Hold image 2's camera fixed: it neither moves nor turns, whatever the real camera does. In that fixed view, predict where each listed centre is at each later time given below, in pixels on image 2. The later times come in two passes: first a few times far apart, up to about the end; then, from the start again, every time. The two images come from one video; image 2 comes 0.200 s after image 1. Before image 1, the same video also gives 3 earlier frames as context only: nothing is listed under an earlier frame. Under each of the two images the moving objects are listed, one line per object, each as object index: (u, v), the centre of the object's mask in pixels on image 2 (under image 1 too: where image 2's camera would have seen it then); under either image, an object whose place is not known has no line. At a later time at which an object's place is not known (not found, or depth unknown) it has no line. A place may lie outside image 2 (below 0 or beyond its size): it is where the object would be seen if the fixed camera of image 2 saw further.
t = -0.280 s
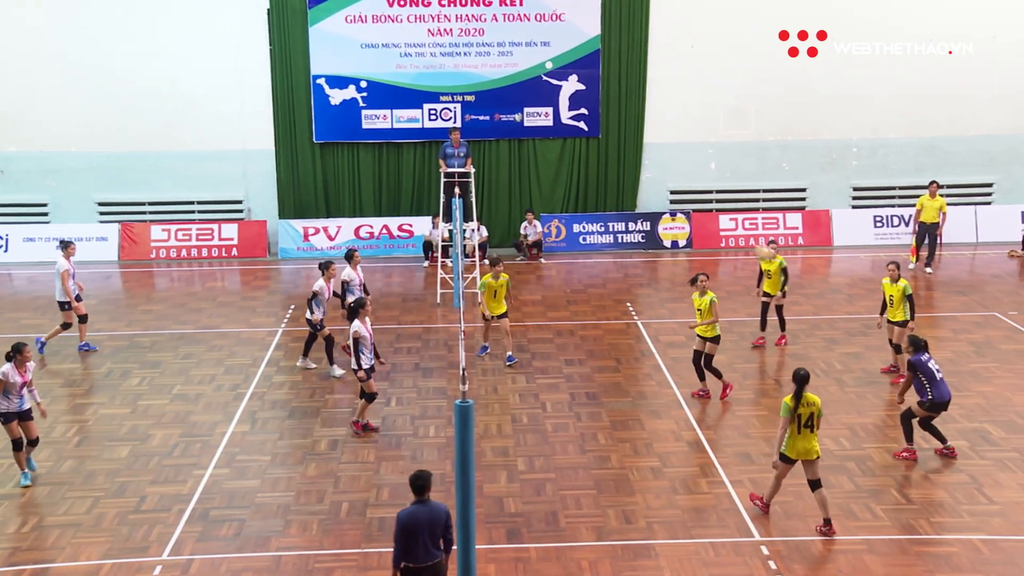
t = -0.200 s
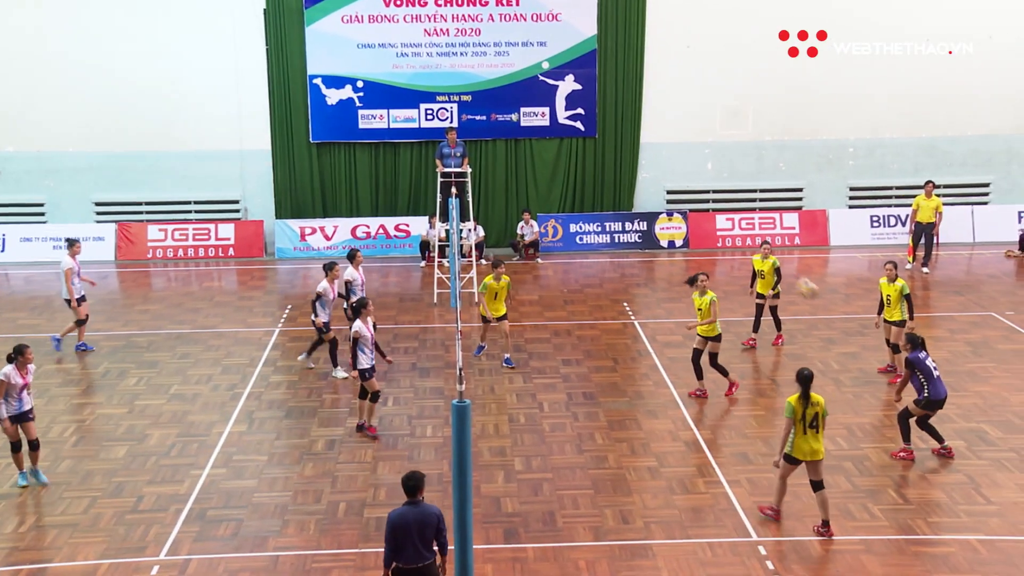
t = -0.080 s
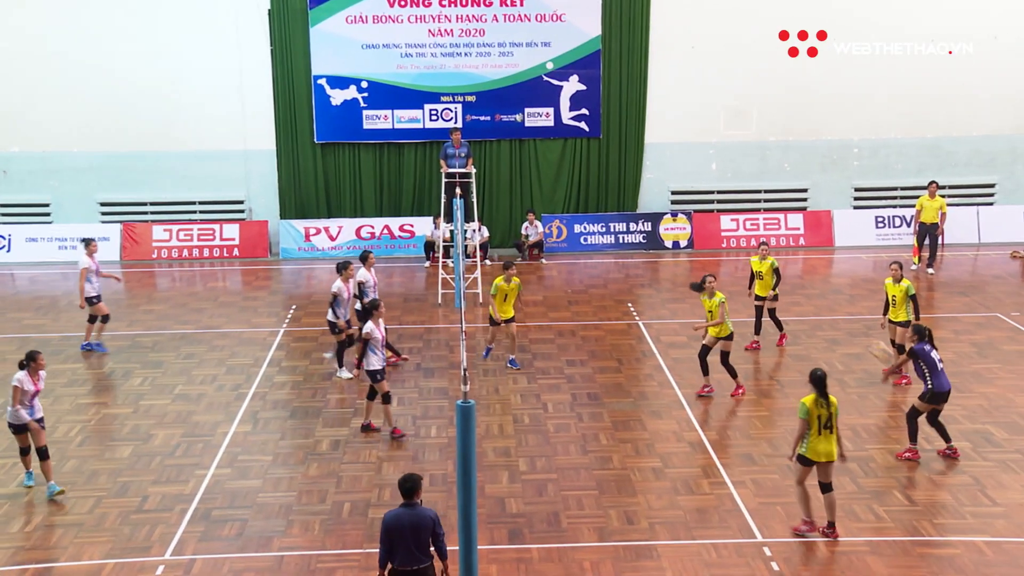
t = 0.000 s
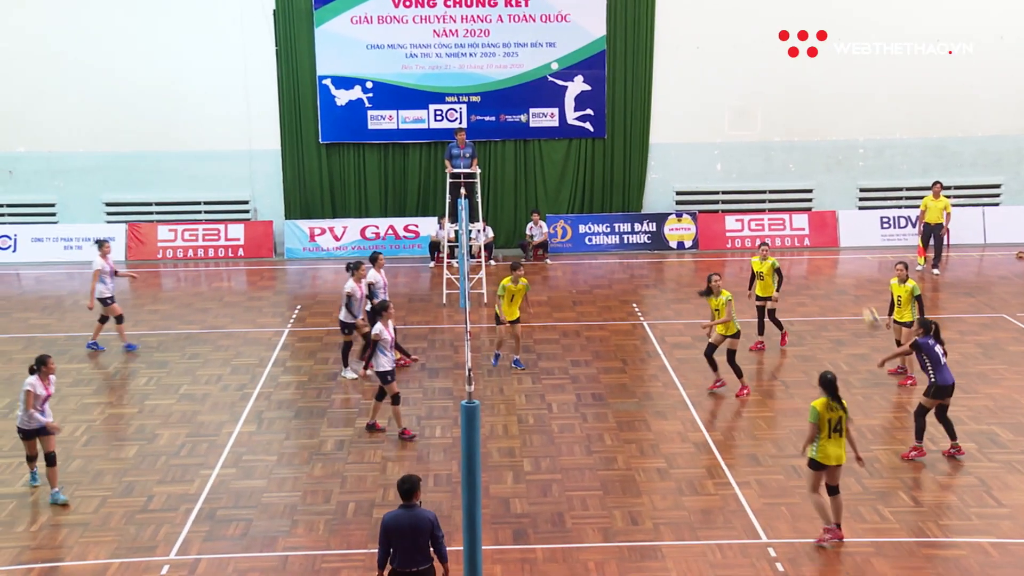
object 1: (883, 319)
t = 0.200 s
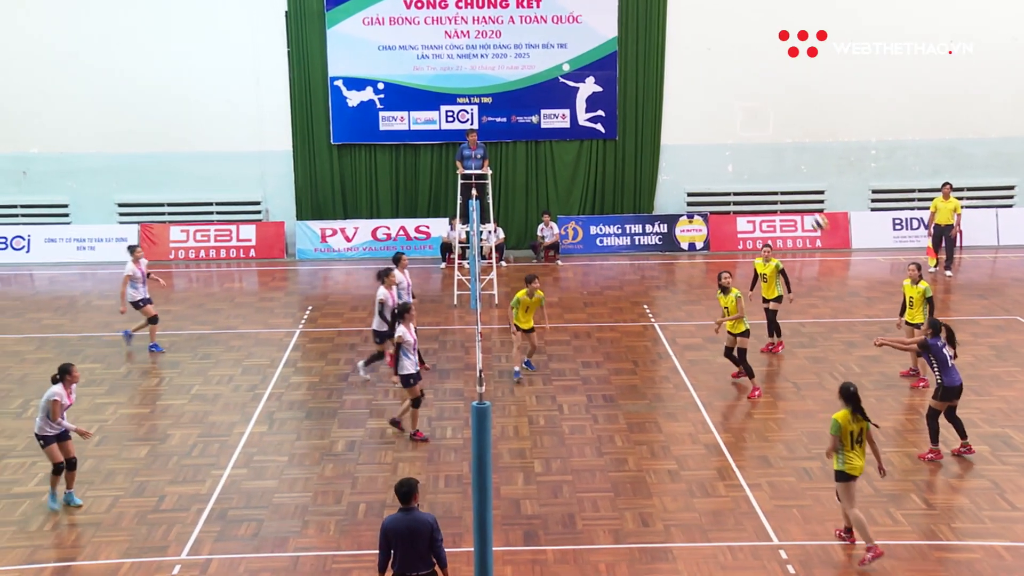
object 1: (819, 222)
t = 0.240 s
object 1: (807, 207)
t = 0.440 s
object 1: (749, 157)
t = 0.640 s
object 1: (695, 137)
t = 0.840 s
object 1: (645, 147)
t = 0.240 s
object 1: (807, 207)
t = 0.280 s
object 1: (795, 195)
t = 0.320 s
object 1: (783, 183)
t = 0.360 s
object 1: (771, 173)
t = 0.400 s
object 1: (760, 164)
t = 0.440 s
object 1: (749, 157)
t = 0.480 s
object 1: (738, 150)
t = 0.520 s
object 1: (727, 145)
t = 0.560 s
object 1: (716, 142)
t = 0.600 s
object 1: (706, 139)
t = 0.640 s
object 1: (695, 137)
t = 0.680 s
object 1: (685, 137)
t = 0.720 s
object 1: (675, 139)
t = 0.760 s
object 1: (664, 140)
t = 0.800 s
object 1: (655, 143)
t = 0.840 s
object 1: (645, 147)
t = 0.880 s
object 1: (636, 153)
